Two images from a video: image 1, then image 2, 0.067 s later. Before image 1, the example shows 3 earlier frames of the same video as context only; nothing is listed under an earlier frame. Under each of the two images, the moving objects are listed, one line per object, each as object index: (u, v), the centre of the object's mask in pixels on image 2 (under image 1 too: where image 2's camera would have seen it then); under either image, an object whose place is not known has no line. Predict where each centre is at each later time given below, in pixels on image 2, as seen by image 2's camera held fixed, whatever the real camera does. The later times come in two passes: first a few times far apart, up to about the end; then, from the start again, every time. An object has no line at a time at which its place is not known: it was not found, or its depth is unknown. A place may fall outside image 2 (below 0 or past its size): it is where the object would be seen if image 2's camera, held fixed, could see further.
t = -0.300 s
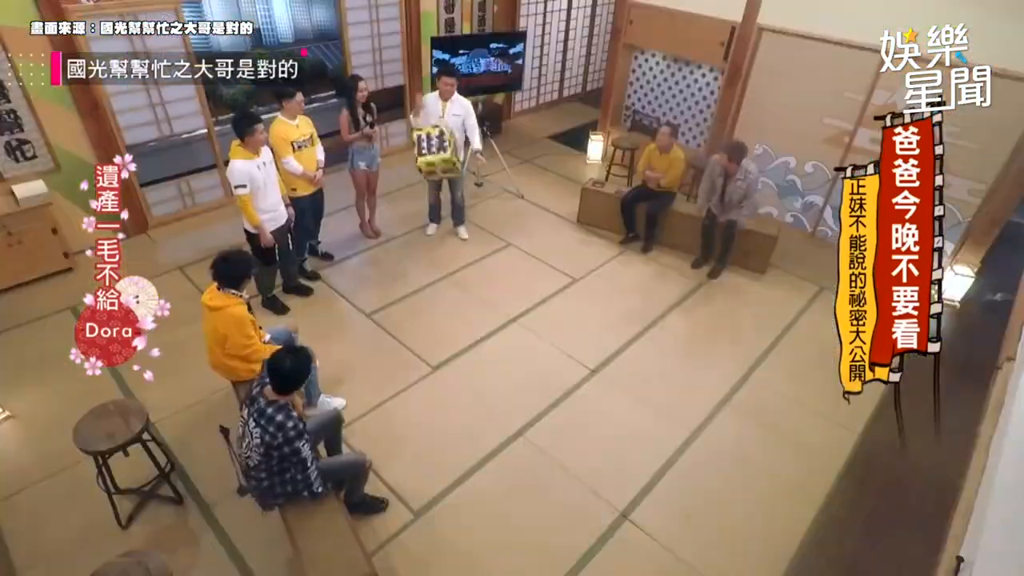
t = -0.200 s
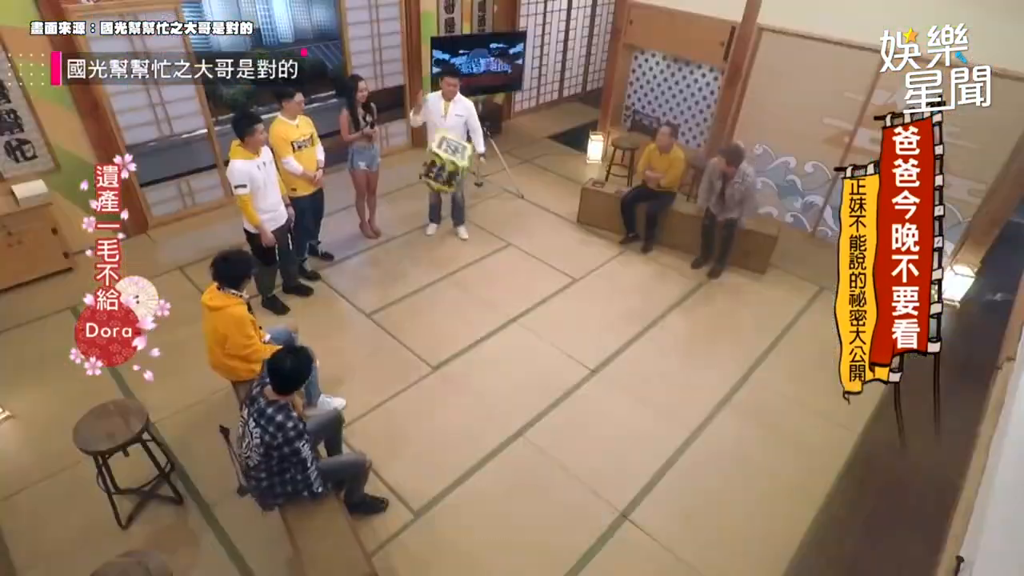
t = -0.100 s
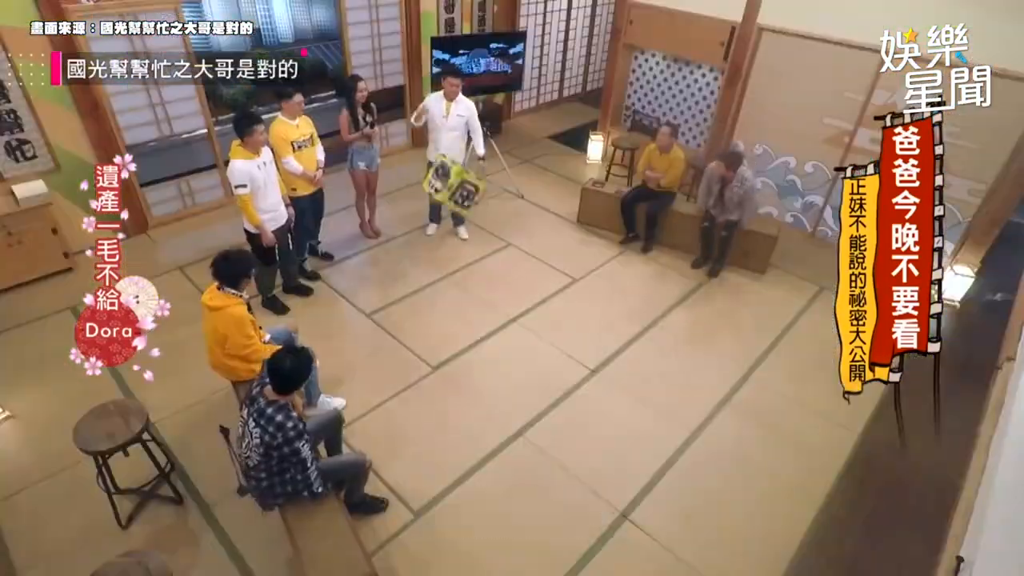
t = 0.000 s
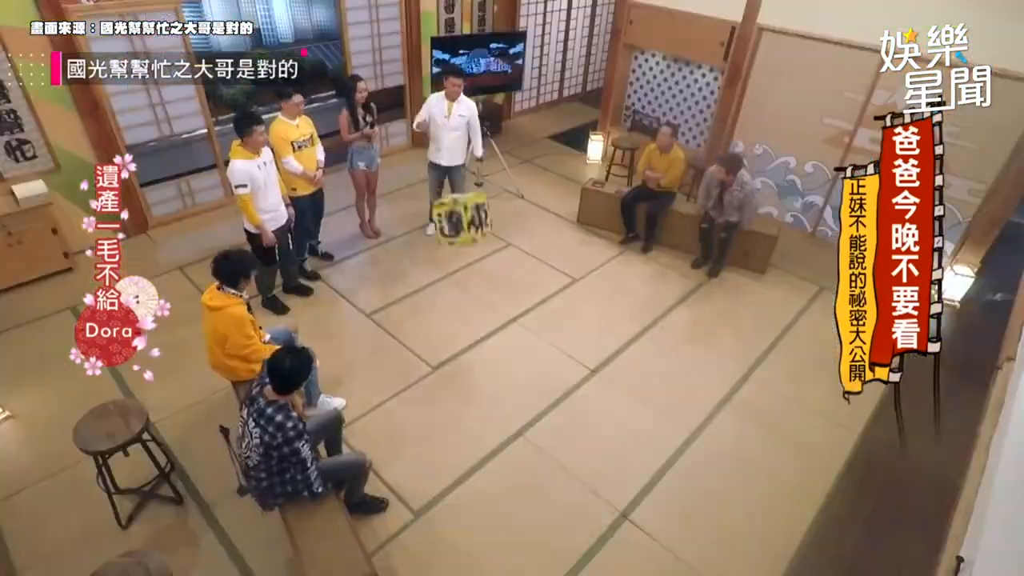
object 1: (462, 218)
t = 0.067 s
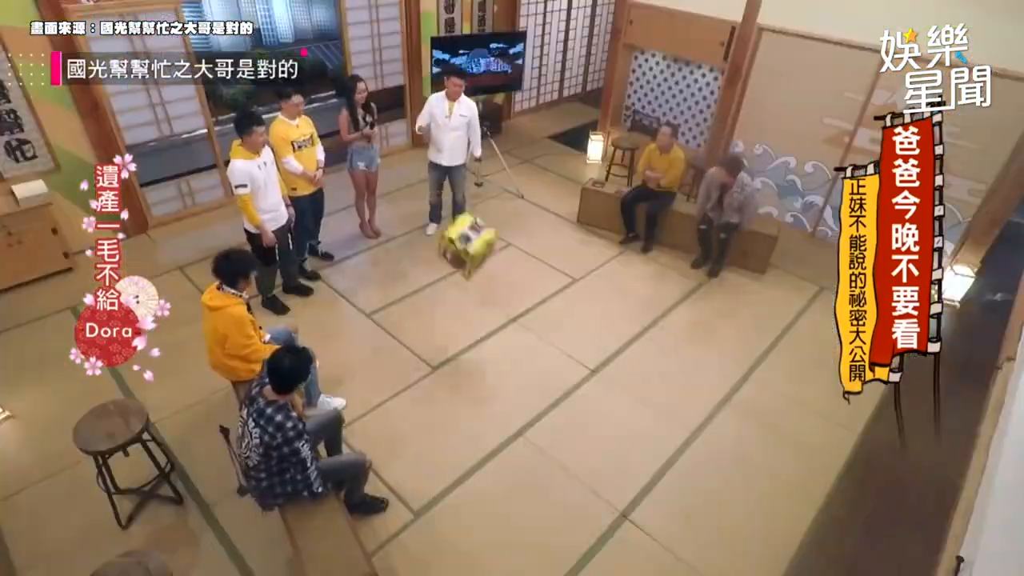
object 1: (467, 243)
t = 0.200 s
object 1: (476, 310)
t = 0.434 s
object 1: (528, 341)
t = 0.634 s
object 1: (577, 373)
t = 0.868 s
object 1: (632, 382)
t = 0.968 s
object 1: (652, 395)
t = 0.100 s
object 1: (473, 258)
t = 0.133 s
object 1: (474, 277)
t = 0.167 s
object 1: (475, 293)
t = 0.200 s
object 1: (476, 310)
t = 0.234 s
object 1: (479, 325)
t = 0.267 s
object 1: (489, 330)
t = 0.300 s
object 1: (497, 328)
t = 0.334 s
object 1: (505, 328)
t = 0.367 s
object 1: (512, 331)
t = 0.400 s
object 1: (522, 333)
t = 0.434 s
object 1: (528, 341)
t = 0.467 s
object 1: (537, 348)
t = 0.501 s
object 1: (545, 355)
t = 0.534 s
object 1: (552, 362)
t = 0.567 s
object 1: (560, 370)
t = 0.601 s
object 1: (569, 375)
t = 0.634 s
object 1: (577, 373)
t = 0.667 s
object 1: (585, 371)
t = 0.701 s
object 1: (593, 370)
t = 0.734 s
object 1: (601, 370)
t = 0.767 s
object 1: (607, 371)
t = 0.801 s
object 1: (616, 373)
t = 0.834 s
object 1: (624, 378)
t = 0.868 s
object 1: (632, 382)
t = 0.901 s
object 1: (640, 387)
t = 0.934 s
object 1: (646, 393)
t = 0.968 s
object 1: (652, 395)
